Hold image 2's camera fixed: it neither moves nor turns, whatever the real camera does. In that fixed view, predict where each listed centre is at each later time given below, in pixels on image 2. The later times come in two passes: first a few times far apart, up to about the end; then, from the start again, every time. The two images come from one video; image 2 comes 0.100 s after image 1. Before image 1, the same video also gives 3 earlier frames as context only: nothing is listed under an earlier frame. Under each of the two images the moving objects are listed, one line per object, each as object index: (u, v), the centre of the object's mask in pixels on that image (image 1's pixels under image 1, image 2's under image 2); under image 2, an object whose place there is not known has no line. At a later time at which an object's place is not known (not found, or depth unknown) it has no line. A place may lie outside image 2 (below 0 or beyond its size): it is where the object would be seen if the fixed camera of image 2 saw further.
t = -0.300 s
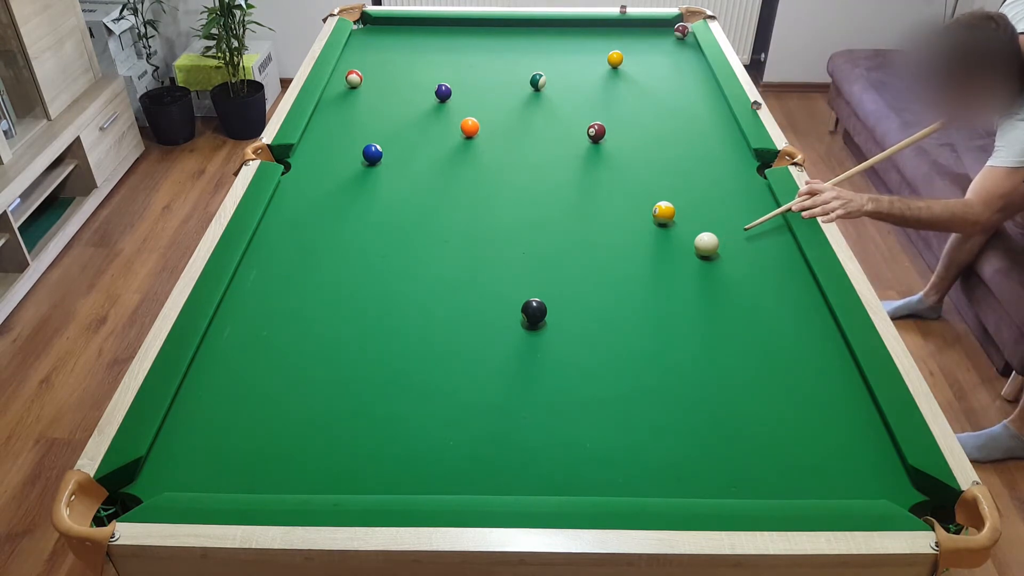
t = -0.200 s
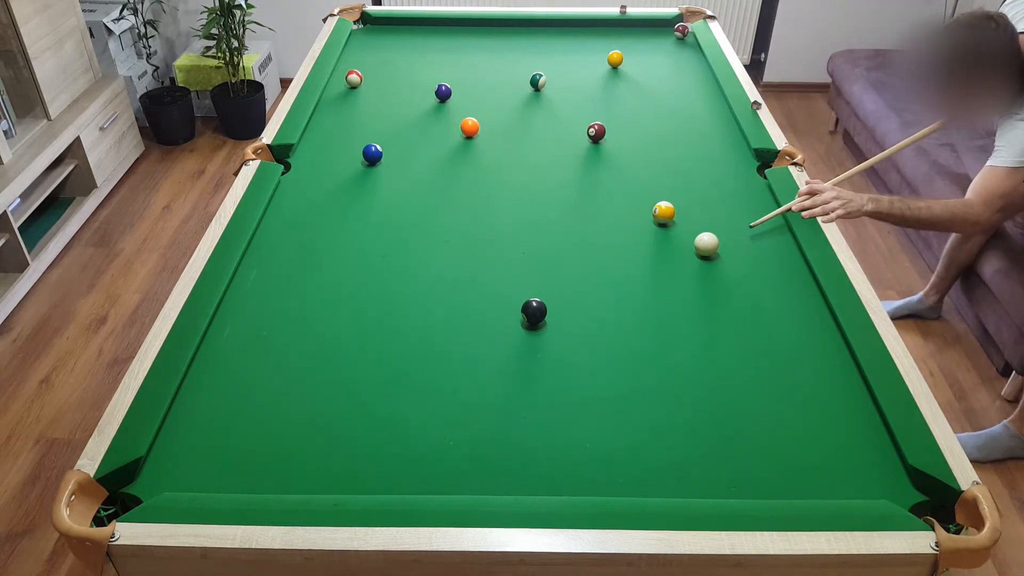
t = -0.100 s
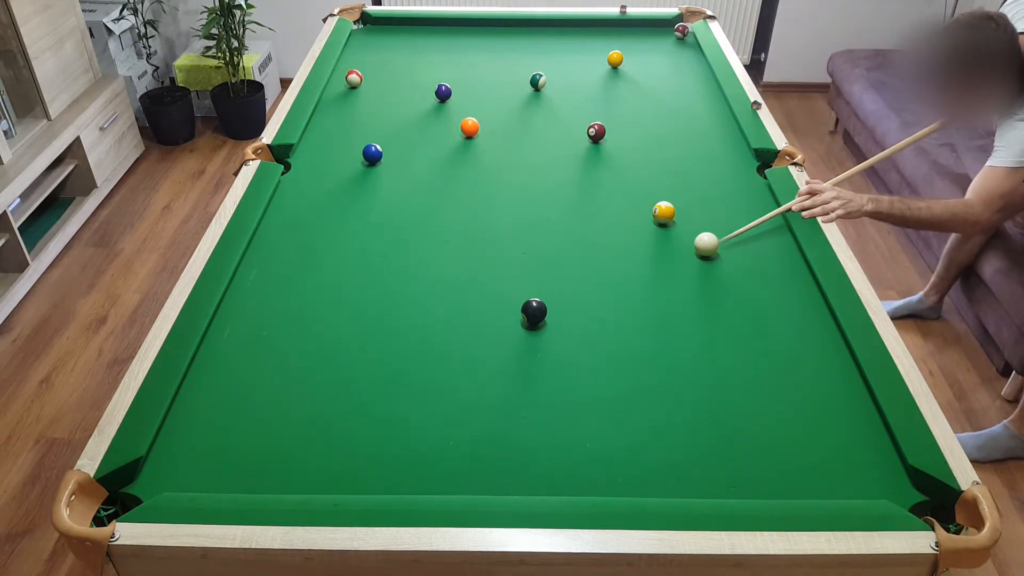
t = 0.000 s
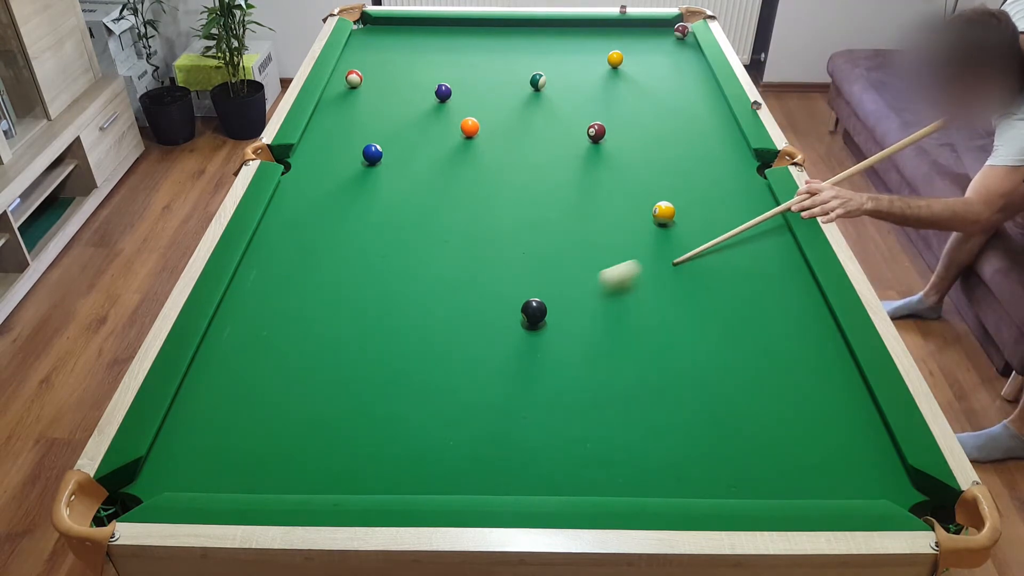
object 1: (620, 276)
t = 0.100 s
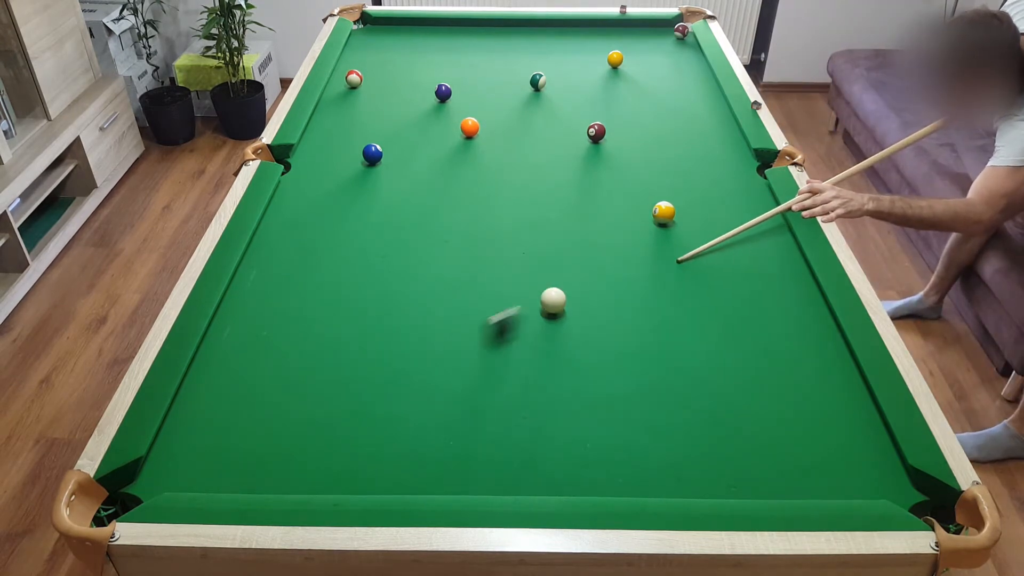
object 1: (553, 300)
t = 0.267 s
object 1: (556, 294)
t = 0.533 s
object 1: (561, 286)
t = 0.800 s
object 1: (565, 280)
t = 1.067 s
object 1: (567, 276)
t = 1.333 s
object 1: (568, 275)
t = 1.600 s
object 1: (567, 275)
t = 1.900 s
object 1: (567, 276)
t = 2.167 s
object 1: (567, 276)
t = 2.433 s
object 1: (567, 276)
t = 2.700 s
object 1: (567, 276)
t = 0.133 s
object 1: (553, 299)
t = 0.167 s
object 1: (553, 298)
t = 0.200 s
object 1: (554, 297)
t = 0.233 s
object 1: (555, 295)
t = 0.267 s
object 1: (556, 294)
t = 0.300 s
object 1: (556, 293)
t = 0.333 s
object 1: (557, 292)
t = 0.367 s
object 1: (558, 291)
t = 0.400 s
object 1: (558, 289)
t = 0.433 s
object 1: (559, 288)
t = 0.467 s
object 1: (560, 288)
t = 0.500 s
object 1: (560, 287)
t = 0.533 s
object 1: (561, 286)
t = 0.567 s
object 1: (561, 285)
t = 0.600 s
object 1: (562, 284)
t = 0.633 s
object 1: (562, 283)
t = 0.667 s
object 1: (563, 283)
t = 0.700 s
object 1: (563, 282)
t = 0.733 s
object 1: (564, 281)
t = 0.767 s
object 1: (564, 281)
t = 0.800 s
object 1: (565, 280)
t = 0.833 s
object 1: (565, 279)
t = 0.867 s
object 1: (565, 279)
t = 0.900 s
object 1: (566, 278)
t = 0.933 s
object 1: (566, 278)
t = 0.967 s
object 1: (566, 278)
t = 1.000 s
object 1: (567, 277)
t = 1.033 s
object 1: (567, 277)
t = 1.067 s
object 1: (567, 276)
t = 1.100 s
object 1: (567, 276)
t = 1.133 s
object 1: (567, 276)
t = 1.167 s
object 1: (568, 276)
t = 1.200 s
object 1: (568, 276)
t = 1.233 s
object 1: (568, 275)
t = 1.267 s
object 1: (568, 275)
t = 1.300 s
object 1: (568, 275)
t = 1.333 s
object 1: (568, 275)
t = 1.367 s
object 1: (568, 275)
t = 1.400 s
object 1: (568, 275)
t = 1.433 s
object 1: (567, 275)
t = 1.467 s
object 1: (567, 275)
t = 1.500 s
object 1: (567, 275)
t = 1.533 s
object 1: (567, 275)
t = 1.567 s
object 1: (567, 275)
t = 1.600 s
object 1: (567, 275)
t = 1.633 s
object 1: (567, 275)
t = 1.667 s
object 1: (567, 275)
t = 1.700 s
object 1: (567, 275)
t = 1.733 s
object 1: (567, 275)
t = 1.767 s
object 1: (567, 275)
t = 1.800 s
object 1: (567, 275)
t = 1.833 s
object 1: (567, 275)
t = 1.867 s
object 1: (567, 275)
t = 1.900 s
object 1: (567, 276)
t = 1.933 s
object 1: (567, 276)
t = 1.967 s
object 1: (567, 276)
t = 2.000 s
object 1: (567, 276)
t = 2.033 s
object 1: (567, 276)
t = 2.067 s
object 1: (567, 276)
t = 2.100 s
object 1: (567, 276)
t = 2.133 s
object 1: (567, 276)
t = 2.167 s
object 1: (567, 276)
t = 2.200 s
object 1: (567, 276)
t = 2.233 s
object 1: (567, 276)
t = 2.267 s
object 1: (567, 276)
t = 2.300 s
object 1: (567, 276)
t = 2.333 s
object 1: (567, 276)
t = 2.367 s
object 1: (567, 276)
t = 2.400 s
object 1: (567, 276)
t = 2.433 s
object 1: (567, 276)
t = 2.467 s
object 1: (567, 276)
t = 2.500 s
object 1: (567, 276)
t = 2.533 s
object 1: (567, 276)
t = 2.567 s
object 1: (567, 276)
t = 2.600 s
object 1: (567, 276)
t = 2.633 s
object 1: (567, 276)
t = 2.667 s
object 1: (567, 276)
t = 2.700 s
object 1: (567, 276)
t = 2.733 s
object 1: (567, 276)
